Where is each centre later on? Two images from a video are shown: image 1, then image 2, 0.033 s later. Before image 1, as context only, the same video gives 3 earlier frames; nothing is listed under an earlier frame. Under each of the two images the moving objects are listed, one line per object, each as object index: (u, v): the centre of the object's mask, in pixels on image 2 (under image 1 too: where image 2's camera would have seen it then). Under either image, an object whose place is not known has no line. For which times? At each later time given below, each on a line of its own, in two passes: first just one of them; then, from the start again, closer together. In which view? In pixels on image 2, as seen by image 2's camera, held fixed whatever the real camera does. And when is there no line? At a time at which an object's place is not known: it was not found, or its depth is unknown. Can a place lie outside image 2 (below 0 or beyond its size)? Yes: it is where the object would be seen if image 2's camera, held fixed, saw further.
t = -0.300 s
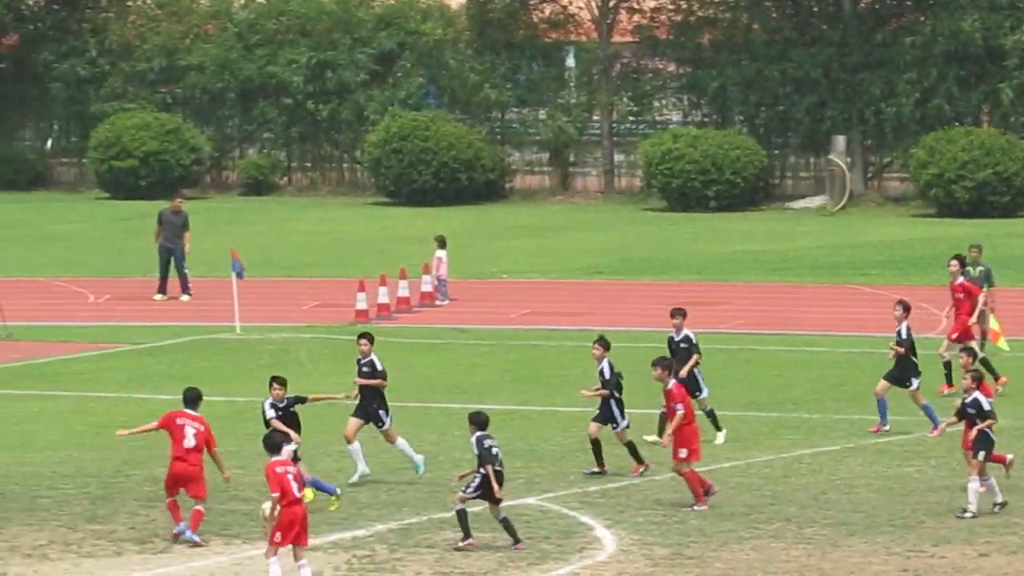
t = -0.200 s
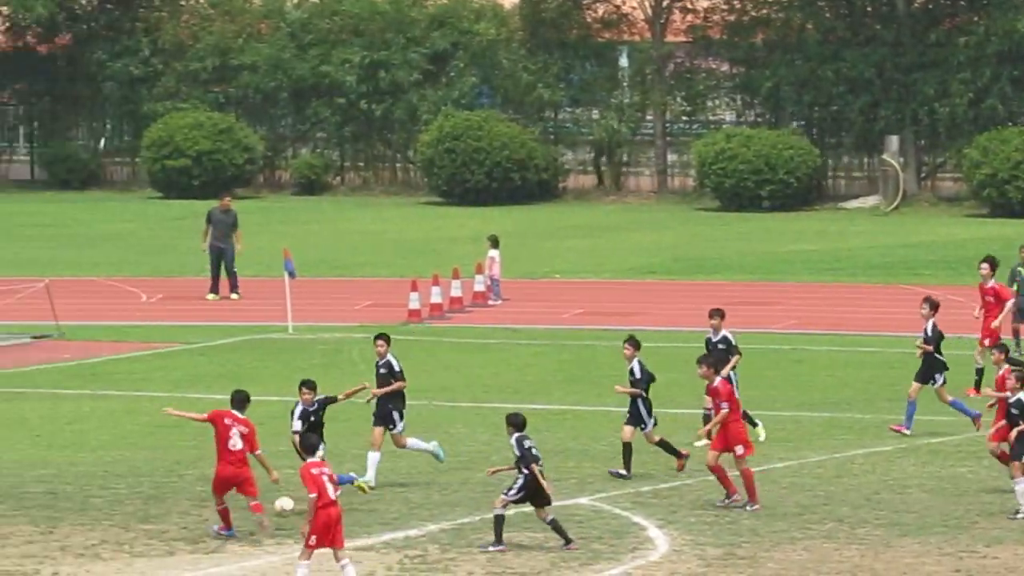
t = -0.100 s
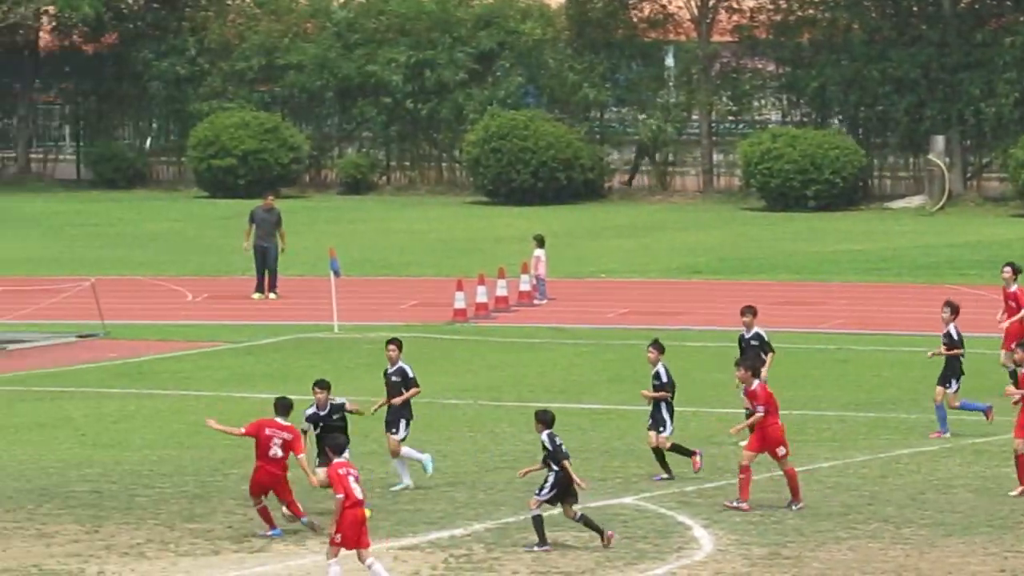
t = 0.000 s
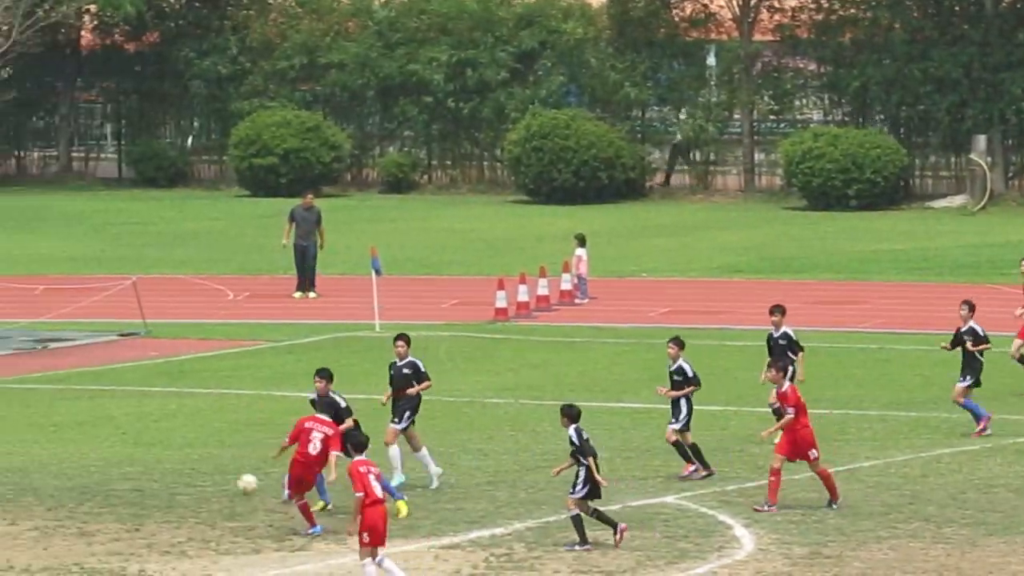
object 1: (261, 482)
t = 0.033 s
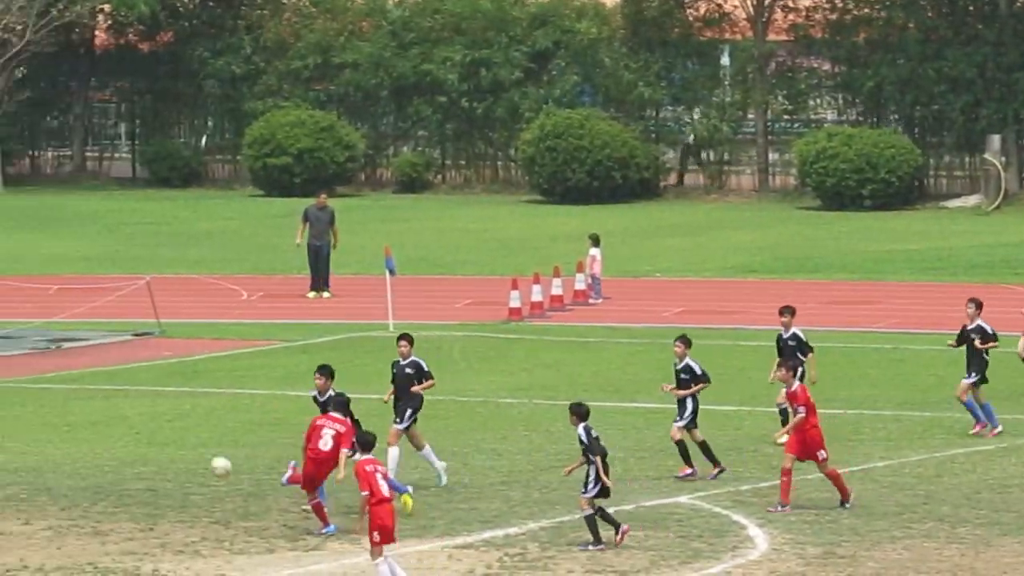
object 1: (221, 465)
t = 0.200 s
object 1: (14, 403)
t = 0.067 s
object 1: (179, 449)
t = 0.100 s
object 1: (137, 435)
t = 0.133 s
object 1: (95, 423)
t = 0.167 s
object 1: (55, 413)
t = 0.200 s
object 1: (14, 403)
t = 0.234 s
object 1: (-25, 394)
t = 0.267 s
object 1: (-66, 387)
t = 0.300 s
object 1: (-105, 381)
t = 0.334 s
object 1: (-144, 378)
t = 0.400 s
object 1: (-224, 373)
